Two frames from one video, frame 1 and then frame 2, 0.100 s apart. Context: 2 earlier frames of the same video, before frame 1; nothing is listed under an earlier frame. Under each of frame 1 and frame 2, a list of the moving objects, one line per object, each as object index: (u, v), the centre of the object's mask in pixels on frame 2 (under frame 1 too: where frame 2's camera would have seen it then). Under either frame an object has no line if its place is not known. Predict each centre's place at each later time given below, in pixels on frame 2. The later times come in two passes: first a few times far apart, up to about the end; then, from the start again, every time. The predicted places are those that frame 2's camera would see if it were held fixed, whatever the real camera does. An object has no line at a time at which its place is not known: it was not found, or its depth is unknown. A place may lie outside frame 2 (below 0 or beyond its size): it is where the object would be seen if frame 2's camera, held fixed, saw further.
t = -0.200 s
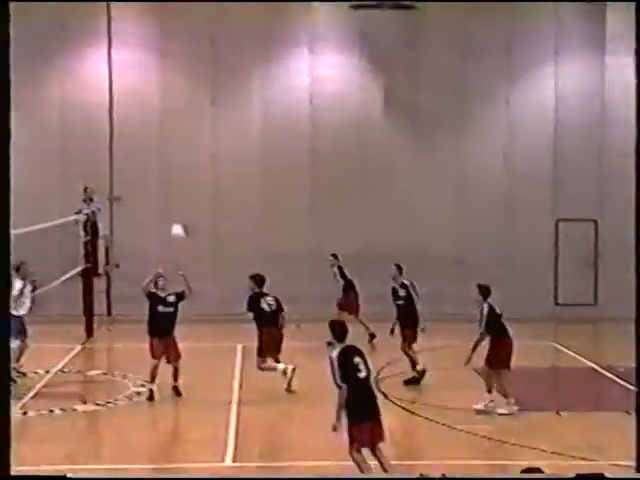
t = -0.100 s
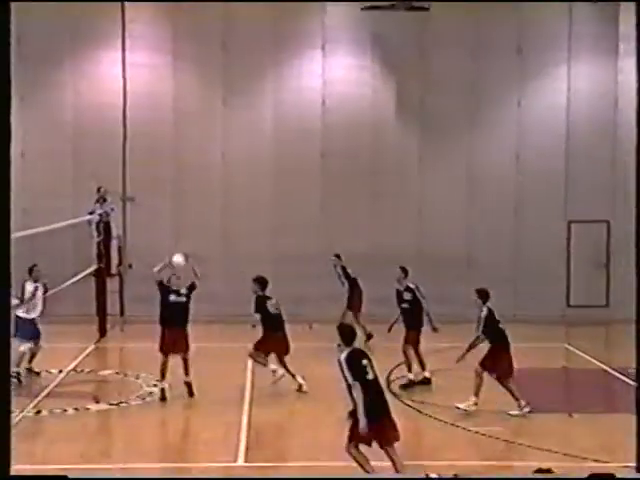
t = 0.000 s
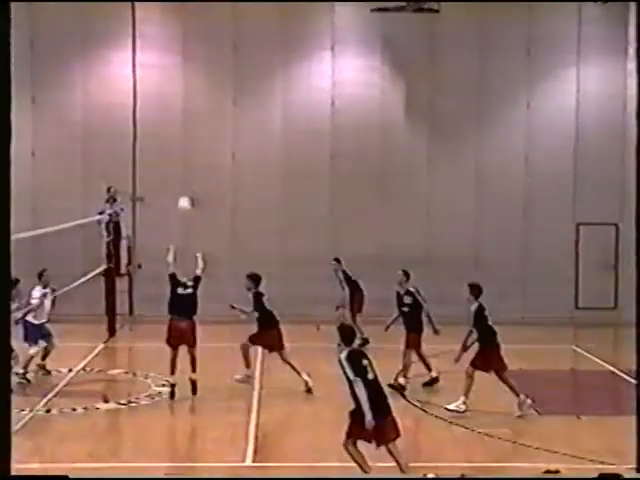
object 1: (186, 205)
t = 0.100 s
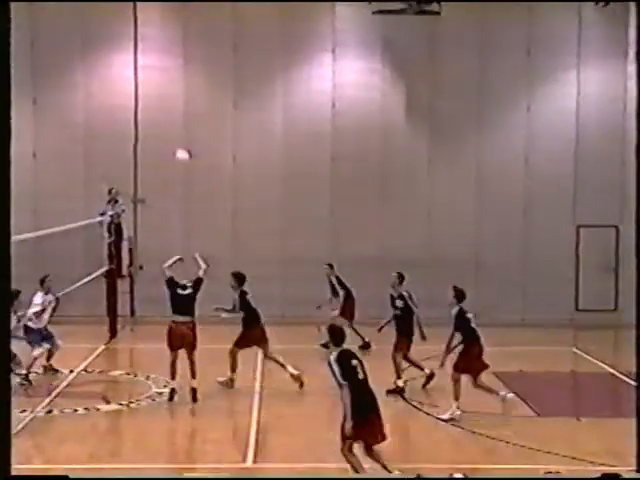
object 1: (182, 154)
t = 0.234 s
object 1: (181, 100)
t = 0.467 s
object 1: (170, 45)
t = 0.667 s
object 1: (164, 26)
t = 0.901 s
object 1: (158, 34)
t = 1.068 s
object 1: (153, 60)
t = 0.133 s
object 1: (182, 140)
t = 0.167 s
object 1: (181, 126)
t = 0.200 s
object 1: (180, 113)
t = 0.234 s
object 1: (181, 100)
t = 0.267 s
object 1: (177, 93)
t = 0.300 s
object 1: (175, 83)
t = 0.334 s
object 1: (174, 74)
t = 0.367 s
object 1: (172, 66)
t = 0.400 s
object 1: (172, 58)
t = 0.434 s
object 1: (170, 51)
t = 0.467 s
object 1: (170, 45)
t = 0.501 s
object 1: (168, 40)
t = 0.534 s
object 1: (168, 36)
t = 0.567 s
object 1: (167, 33)
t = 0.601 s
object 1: (166, 30)
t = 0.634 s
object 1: (165, 27)
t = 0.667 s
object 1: (164, 26)
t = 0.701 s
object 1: (164, 24)
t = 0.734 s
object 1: (163, 25)
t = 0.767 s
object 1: (161, 25)
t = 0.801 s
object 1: (160, 27)
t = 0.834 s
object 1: (159, 29)
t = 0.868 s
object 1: (158, 32)
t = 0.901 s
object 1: (158, 34)
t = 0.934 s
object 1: (157, 39)
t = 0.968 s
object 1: (156, 43)
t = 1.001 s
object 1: (155, 48)
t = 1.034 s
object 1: (154, 54)
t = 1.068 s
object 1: (153, 60)
